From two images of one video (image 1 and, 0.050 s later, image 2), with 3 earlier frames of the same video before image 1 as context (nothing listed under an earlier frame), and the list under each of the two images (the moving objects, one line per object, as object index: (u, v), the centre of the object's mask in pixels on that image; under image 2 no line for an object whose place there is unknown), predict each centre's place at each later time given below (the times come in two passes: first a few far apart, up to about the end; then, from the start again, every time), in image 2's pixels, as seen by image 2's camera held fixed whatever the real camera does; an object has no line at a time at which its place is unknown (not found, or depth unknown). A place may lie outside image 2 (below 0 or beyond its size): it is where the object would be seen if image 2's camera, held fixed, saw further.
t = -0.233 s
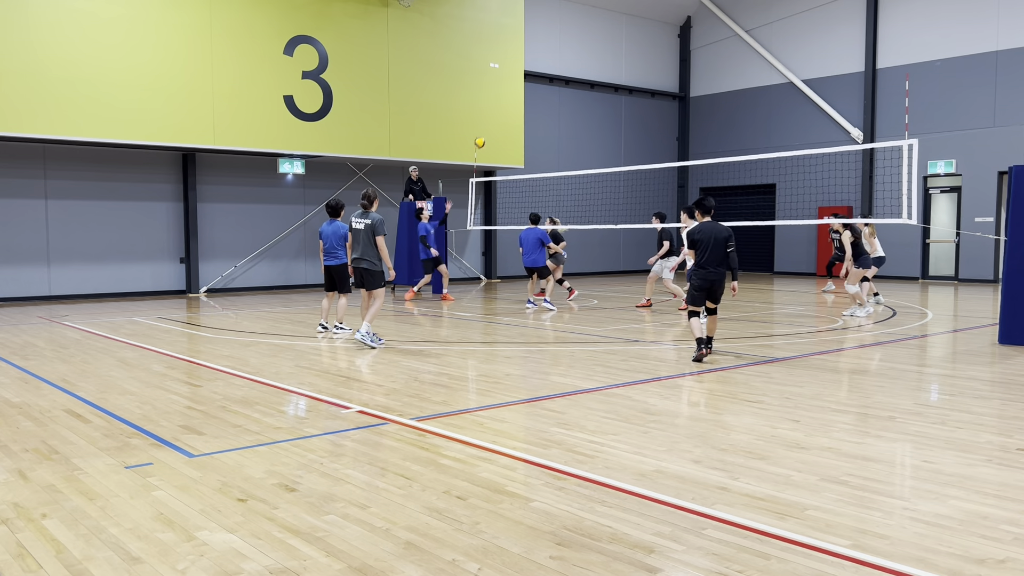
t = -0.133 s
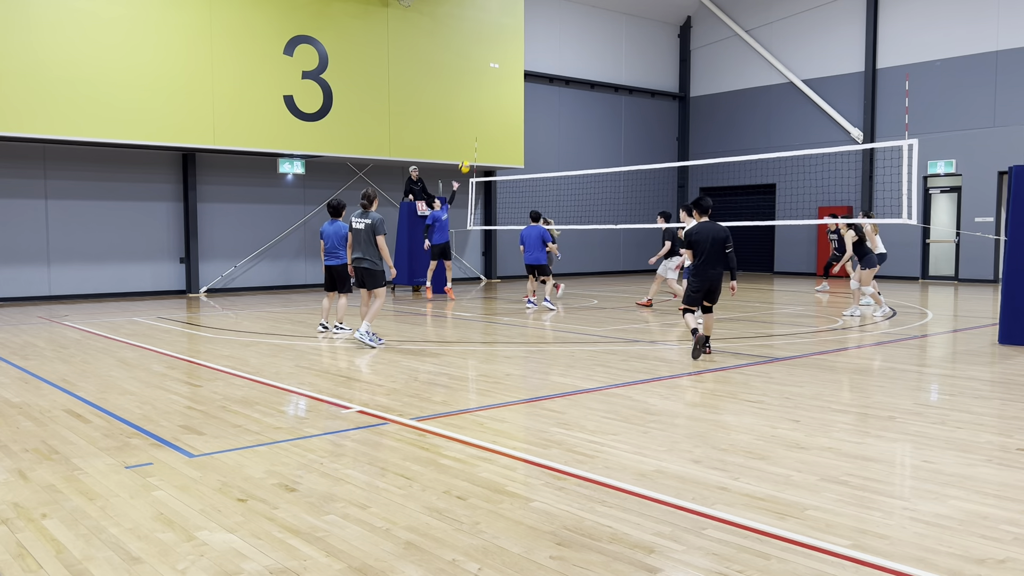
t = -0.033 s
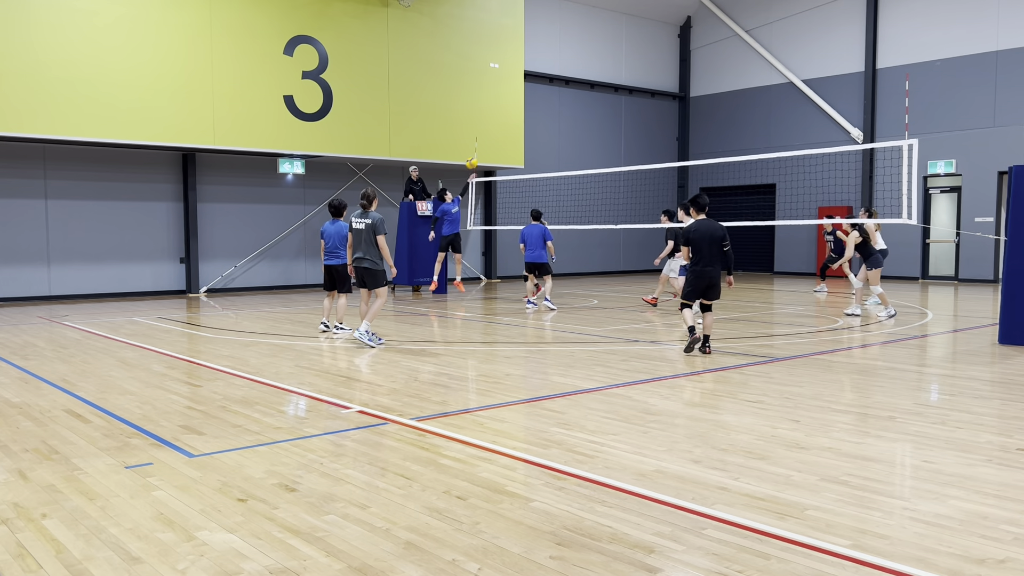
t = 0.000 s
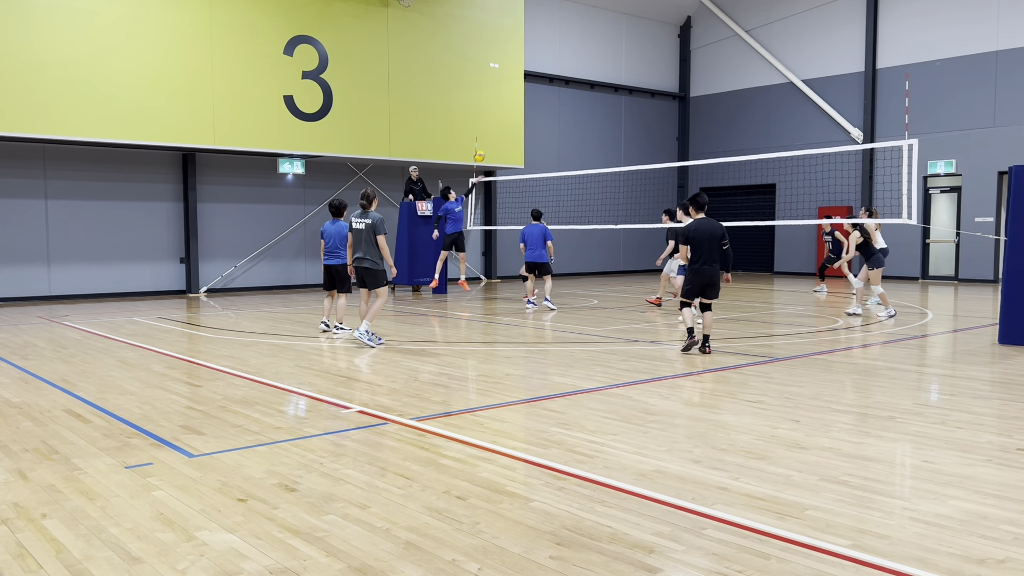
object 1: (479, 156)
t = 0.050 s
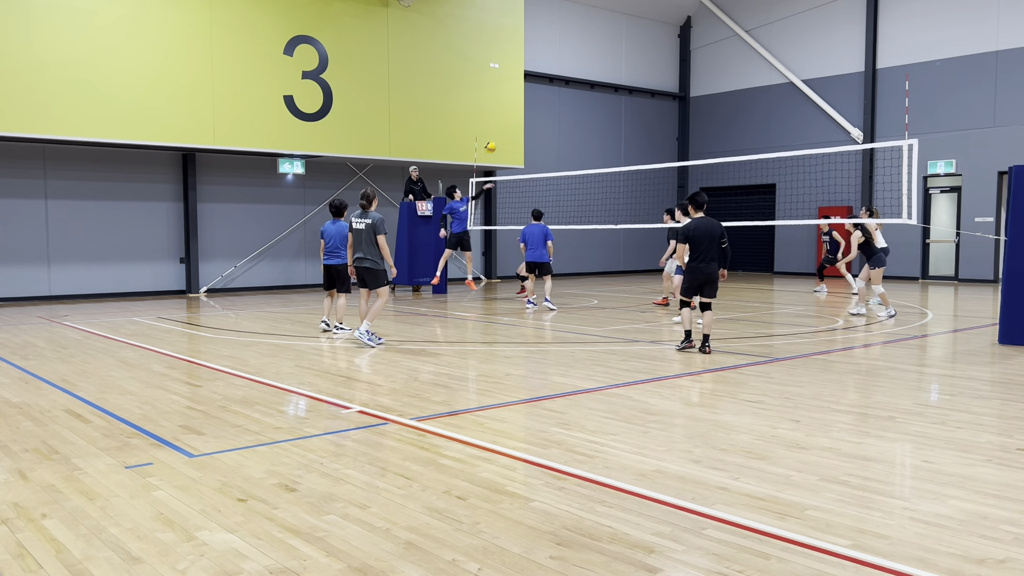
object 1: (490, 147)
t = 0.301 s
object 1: (546, 120)
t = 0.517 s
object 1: (595, 122)
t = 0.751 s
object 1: (651, 152)
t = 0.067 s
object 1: (494, 145)
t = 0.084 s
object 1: (498, 142)
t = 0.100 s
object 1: (501, 139)
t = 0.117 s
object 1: (505, 137)
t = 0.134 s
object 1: (508, 135)
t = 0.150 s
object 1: (512, 133)
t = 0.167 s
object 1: (516, 131)
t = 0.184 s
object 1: (520, 129)
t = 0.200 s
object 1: (524, 128)
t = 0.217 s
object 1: (527, 126)
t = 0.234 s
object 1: (531, 125)
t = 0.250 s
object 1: (534, 123)
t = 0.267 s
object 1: (538, 122)
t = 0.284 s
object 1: (542, 121)
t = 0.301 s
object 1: (546, 120)
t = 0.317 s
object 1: (550, 119)
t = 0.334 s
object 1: (553, 119)
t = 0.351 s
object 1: (557, 118)
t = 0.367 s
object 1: (561, 118)
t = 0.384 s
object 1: (565, 118)
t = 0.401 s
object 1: (569, 118)
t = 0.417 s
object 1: (573, 118)
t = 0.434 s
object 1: (576, 118)
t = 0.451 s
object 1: (580, 119)
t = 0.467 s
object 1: (584, 119)
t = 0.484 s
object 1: (588, 120)
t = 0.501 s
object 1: (592, 121)
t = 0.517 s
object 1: (595, 122)
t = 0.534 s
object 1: (599, 123)
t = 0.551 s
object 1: (603, 124)
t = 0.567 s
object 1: (607, 126)
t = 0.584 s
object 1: (611, 127)
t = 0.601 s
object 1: (615, 129)
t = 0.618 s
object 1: (619, 131)
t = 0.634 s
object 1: (623, 133)
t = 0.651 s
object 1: (626, 135)
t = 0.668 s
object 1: (630, 138)
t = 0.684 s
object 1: (635, 140)
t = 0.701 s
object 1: (639, 143)
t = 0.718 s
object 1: (642, 145)
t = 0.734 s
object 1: (646, 148)
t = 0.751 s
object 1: (651, 152)
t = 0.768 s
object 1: (654, 155)
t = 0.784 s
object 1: (658, 158)
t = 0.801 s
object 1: (662, 160)
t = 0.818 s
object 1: (667, 165)
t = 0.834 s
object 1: (671, 171)
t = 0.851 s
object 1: (675, 173)
